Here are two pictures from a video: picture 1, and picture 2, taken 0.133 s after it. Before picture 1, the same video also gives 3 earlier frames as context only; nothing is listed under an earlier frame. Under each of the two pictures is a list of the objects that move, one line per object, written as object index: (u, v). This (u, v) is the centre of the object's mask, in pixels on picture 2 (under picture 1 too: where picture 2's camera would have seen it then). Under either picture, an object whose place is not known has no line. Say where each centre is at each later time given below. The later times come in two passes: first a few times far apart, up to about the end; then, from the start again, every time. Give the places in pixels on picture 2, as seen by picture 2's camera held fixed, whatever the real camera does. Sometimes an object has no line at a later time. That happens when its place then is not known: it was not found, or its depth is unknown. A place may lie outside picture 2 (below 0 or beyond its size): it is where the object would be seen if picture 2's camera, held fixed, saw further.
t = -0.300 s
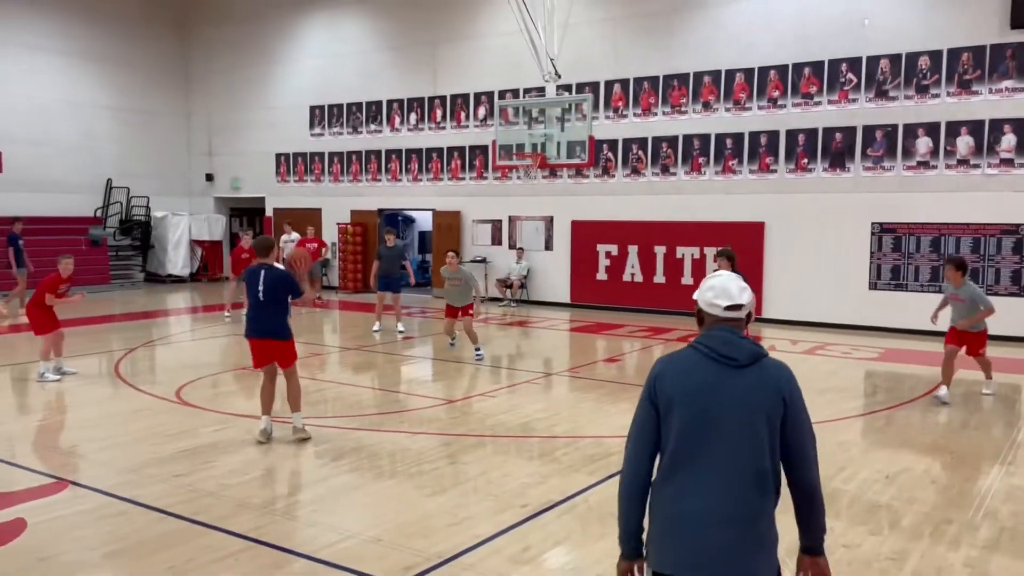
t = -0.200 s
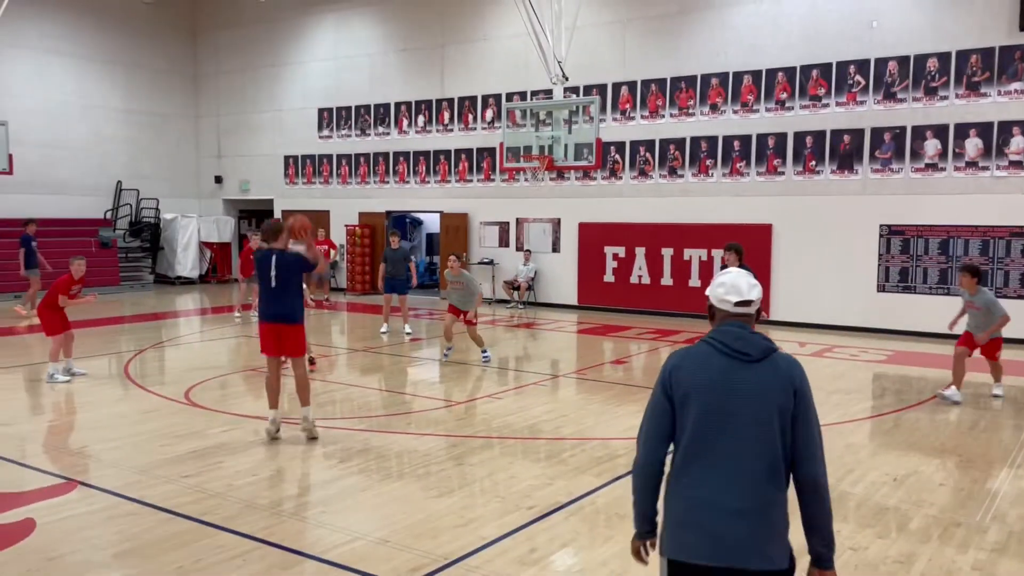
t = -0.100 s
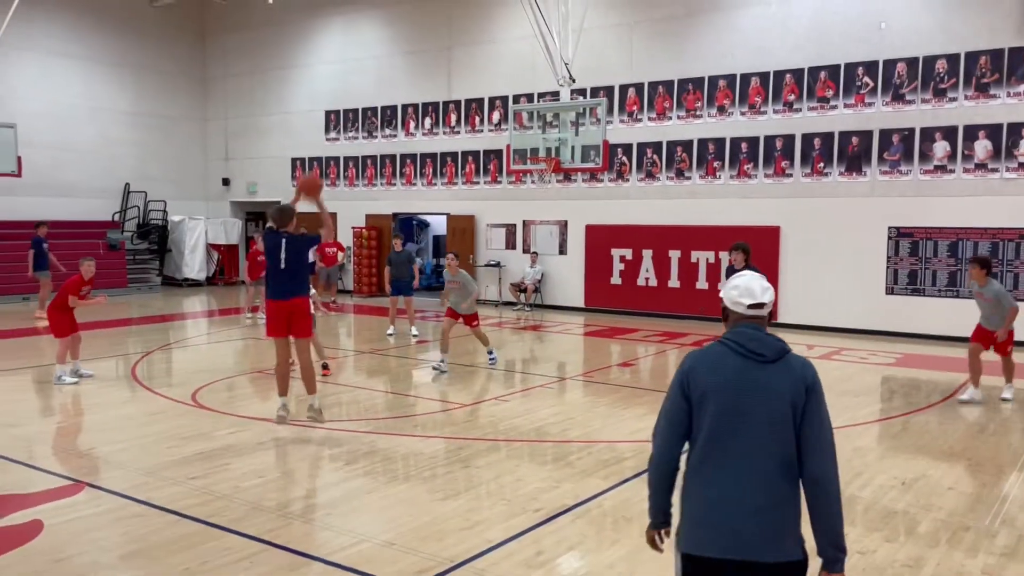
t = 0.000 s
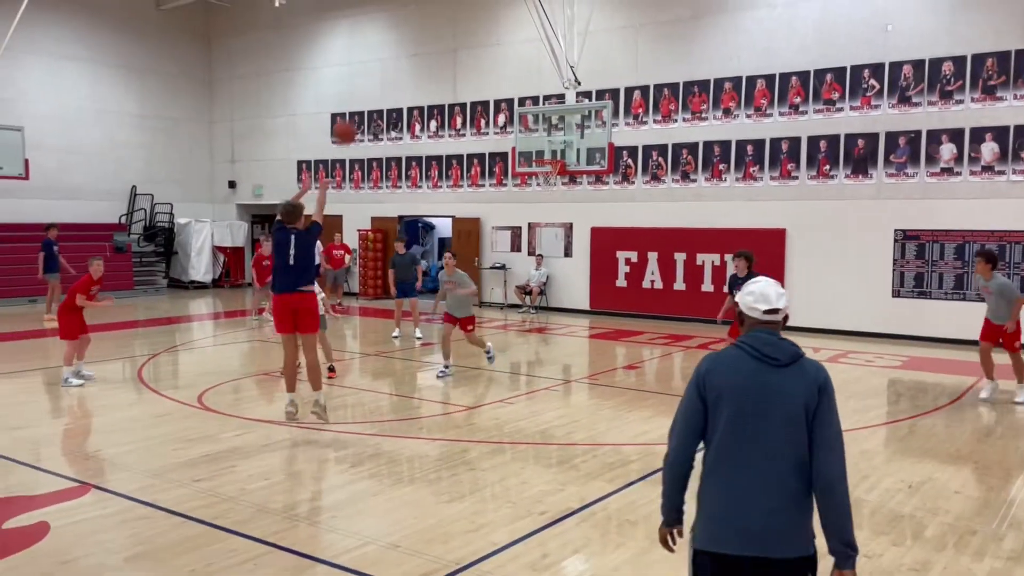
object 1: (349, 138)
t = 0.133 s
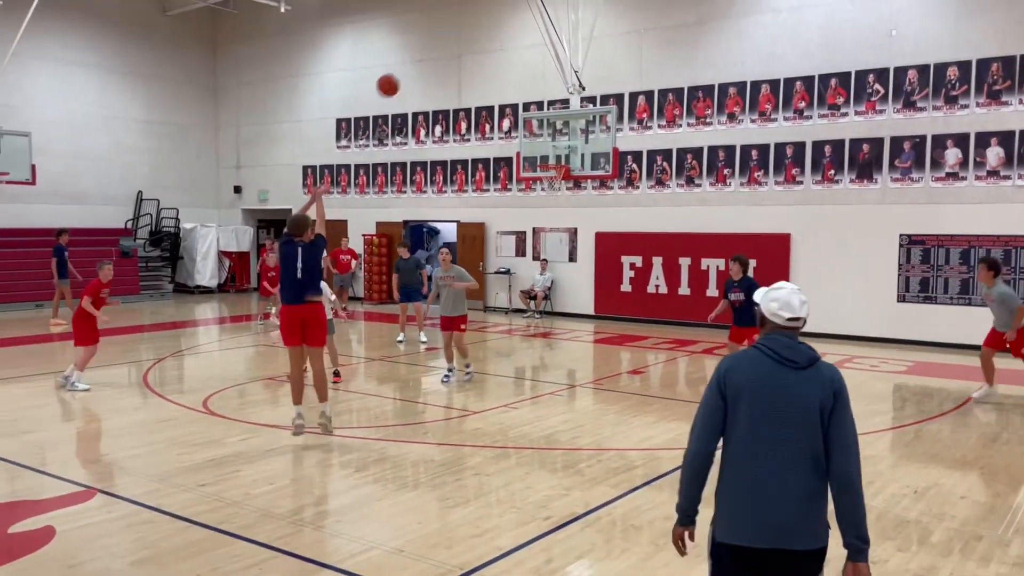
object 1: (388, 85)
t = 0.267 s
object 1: (421, 55)
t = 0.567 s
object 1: (481, 49)
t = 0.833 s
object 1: (523, 96)
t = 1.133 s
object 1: (556, 181)
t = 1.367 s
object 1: (556, 208)
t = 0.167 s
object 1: (397, 76)
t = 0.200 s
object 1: (405, 68)
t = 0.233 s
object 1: (413, 61)
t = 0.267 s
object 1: (421, 55)
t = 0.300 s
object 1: (428, 51)
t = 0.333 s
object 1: (436, 47)
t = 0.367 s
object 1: (443, 44)
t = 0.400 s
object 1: (450, 43)
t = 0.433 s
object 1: (457, 42)
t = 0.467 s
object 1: (463, 43)
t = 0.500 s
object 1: (470, 44)
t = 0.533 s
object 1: (475, 46)
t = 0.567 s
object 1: (481, 49)
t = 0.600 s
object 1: (487, 53)
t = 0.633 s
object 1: (493, 57)
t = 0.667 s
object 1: (499, 62)
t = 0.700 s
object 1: (504, 67)
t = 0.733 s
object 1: (509, 74)
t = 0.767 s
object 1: (513, 80)
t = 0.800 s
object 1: (518, 88)
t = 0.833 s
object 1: (523, 96)
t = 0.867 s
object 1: (527, 104)
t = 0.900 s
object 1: (532, 113)
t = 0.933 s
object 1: (535, 125)
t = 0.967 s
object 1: (540, 133)
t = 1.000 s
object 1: (544, 143)
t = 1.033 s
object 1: (548, 154)
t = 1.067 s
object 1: (553, 164)
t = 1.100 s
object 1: (553, 174)
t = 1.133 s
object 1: (556, 181)
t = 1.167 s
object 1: (556, 183)
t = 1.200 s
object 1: (556, 184)
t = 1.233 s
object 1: (556, 188)
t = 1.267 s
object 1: (557, 192)
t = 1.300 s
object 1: (557, 197)
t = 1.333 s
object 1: (557, 202)
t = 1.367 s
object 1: (556, 208)
